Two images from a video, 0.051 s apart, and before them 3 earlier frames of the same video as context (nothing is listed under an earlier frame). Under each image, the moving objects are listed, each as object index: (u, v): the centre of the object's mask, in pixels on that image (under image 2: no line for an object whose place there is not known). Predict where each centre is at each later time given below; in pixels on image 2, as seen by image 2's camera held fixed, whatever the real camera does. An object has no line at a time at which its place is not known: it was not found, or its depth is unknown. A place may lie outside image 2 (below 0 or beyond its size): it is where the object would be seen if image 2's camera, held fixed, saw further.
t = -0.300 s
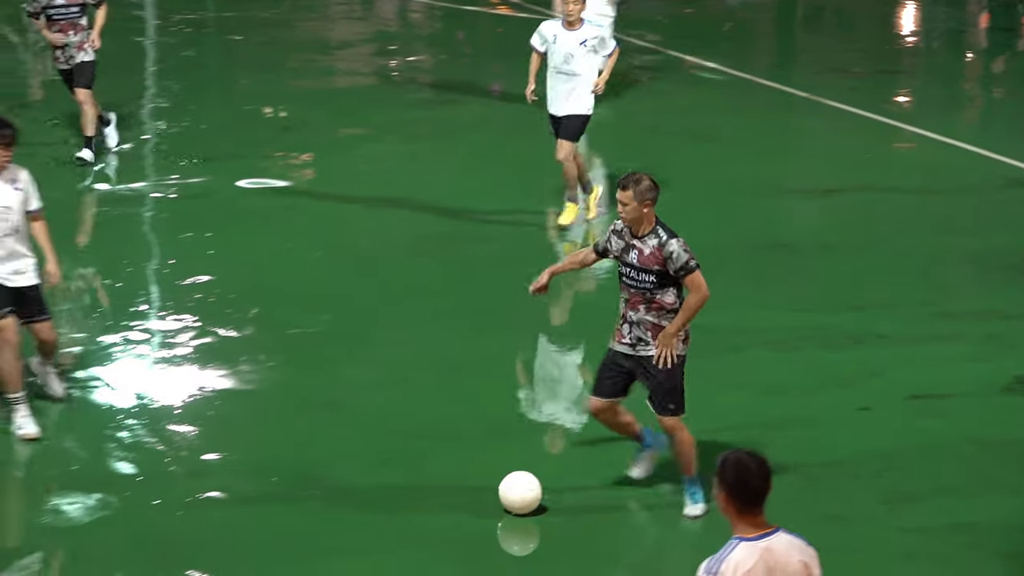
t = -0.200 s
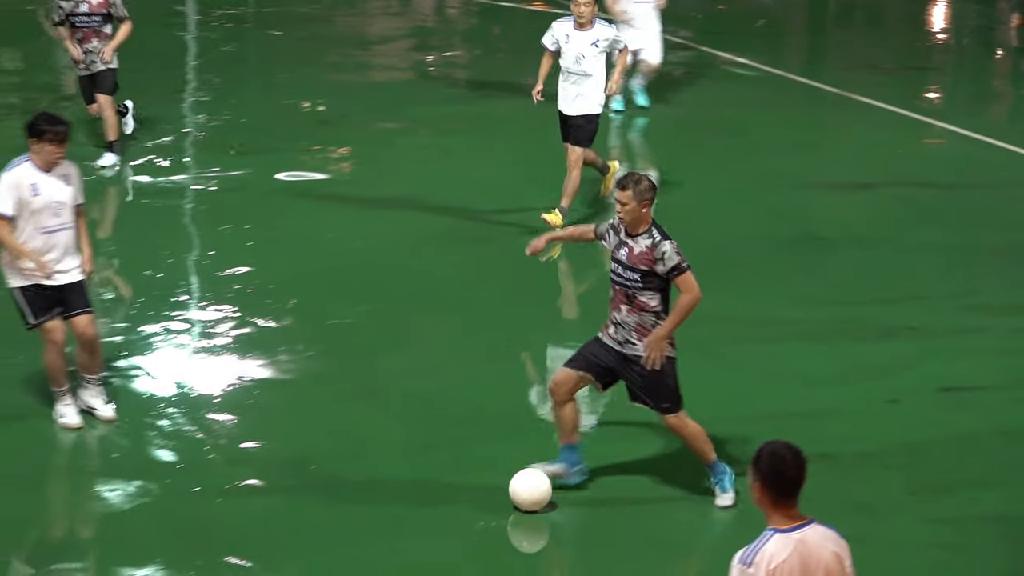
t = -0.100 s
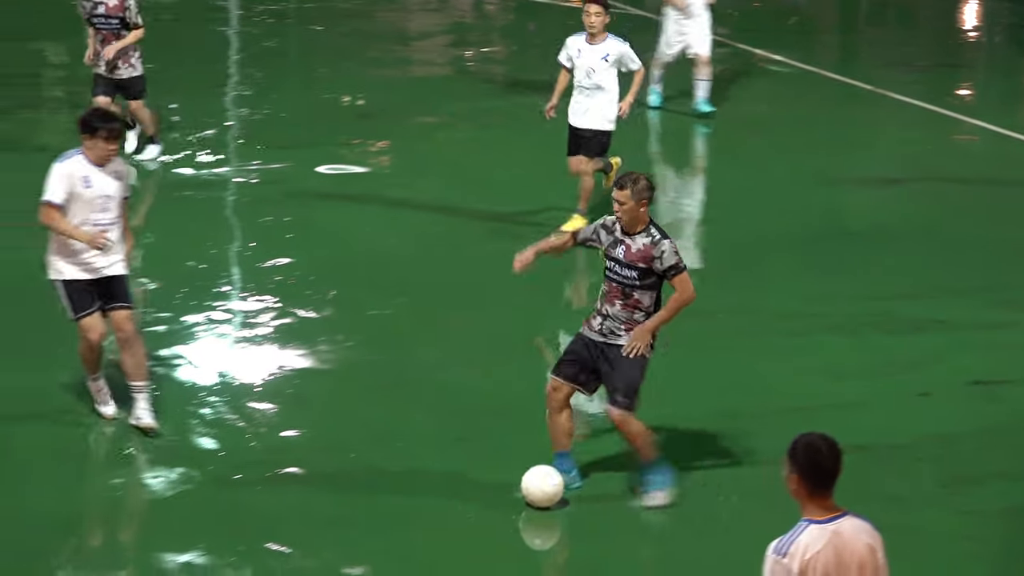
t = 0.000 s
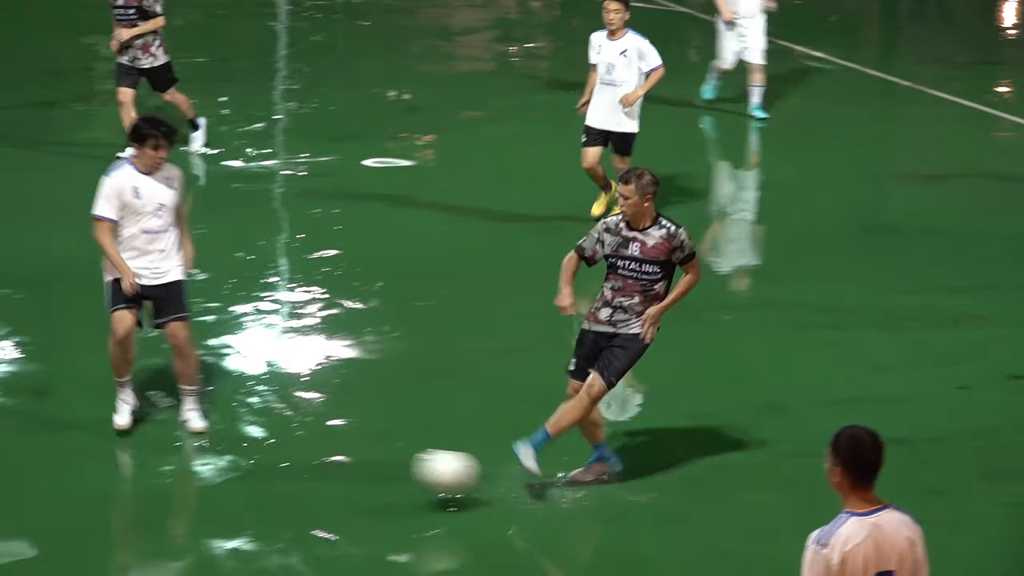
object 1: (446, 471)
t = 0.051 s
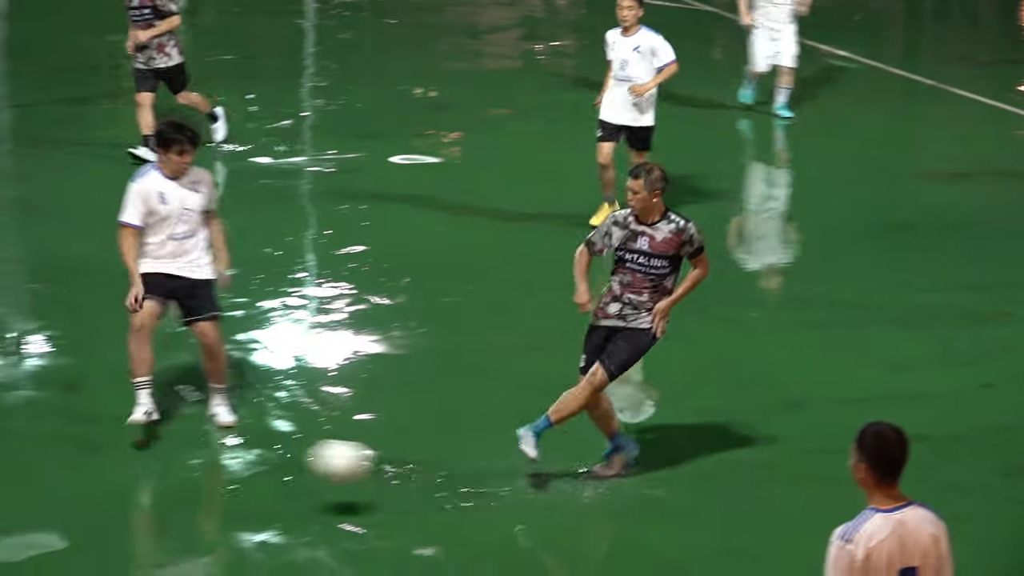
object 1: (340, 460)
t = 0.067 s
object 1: (294, 459)
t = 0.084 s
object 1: (249, 460)
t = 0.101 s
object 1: (199, 459)
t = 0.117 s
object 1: (154, 461)
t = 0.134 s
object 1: (104, 462)
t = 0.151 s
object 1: (55, 464)
